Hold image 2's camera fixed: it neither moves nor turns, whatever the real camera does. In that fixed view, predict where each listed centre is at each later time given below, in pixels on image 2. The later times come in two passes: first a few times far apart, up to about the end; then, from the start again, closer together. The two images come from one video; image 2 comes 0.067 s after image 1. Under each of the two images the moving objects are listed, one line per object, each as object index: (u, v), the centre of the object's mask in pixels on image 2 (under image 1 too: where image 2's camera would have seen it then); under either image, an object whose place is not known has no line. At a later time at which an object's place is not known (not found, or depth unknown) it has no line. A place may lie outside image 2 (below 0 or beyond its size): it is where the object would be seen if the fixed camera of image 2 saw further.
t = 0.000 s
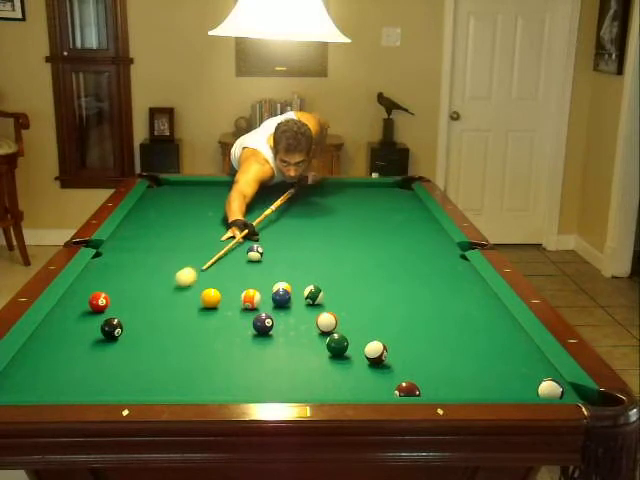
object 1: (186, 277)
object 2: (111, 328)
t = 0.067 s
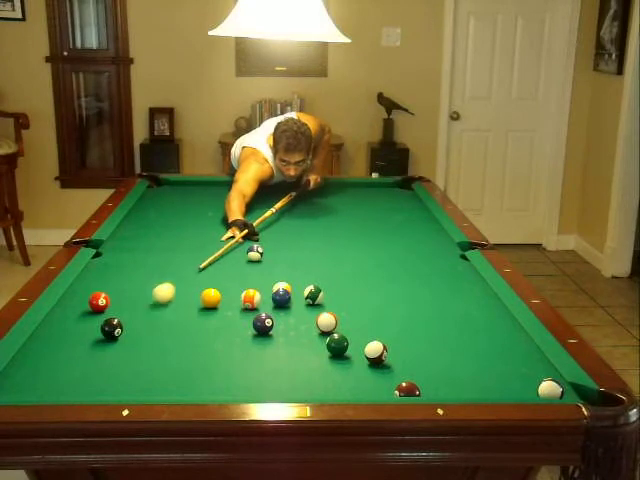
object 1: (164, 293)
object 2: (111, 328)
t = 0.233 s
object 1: (127, 322)
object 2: (87, 342)
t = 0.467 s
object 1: (134, 326)
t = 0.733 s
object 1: (141, 330)
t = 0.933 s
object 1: (148, 333)
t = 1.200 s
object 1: (153, 335)
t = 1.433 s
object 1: (157, 337)
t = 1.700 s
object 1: (161, 338)
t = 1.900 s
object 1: (163, 339)
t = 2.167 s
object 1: (163, 339)
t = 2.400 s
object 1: (163, 339)
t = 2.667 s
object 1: (163, 339)
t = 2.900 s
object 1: (163, 339)
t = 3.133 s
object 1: (163, 339)
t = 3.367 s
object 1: (163, 339)
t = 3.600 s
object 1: (163, 339)
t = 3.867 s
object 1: (163, 339)
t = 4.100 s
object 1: (163, 339)
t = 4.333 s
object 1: (163, 339)
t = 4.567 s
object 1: (163, 339)
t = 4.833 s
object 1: (163, 339)
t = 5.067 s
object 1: (163, 339)
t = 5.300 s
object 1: (164, 339)
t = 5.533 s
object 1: (163, 339)
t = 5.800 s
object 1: (163, 339)
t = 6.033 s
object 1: (163, 339)
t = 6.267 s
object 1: (163, 339)
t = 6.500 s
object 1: (163, 339)
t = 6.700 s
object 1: (163, 339)
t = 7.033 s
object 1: (163, 339)
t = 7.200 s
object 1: (163, 339)
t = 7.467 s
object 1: (163, 339)
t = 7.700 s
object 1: (163, 339)
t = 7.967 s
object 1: (163, 339)
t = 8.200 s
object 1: (163, 339)
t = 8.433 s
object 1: (163, 339)
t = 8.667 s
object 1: (163, 339)
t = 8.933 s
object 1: (163, 339)
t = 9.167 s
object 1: (163, 339)
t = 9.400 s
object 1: (163, 339)
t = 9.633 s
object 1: (163, 339)
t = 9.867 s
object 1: (163, 339)
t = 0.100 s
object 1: (152, 301)
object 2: (111, 328)
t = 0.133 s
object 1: (140, 309)
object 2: (111, 328)
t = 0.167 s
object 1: (130, 317)
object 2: (111, 328)
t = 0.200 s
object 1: (125, 322)
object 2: (102, 334)
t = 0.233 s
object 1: (127, 322)
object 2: (87, 342)
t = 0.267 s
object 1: (128, 323)
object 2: (73, 351)
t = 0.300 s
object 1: (129, 324)
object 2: (59, 358)
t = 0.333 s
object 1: (130, 324)
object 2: (44, 366)
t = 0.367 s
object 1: (131, 325)
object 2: (30, 376)
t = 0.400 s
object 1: (132, 325)
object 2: (16, 383)
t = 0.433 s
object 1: (133, 326)
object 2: (7, 389)
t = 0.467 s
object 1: (134, 326)
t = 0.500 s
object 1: (135, 327)
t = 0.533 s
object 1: (136, 327)
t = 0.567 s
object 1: (137, 328)
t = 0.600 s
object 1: (138, 328)
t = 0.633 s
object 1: (139, 329)
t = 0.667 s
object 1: (140, 329)
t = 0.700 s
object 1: (141, 330)
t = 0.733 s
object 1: (141, 330)
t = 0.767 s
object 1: (142, 331)
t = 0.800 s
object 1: (143, 331)
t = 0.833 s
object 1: (144, 331)
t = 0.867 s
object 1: (145, 332)
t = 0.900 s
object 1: (146, 332)
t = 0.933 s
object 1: (148, 333)
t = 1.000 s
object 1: (148, 333)
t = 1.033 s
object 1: (149, 334)
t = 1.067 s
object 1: (150, 334)
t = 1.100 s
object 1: (151, 334)
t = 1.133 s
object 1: (151, 335)
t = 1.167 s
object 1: (152, 335)
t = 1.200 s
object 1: (153, 335)
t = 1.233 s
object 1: (154, 336)
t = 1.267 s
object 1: (154, 336)
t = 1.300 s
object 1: (155, 336)
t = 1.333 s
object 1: (155, 336)
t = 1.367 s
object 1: (156, 337)
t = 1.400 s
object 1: (157, 337)
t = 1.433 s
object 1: (157, 337)
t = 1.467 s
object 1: (158, 337)
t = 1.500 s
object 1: (158, 337)
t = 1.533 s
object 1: (159, 338)
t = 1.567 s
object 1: (159, 338)
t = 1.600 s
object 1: (160, 338)
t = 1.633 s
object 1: (160, 338)
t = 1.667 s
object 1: (161, 338)
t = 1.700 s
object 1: (161, 338)
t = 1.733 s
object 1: (161, 338)
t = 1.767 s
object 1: (162, 339)
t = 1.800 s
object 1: (162, 339)
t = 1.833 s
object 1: (162, 339)
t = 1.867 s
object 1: (163, 339)
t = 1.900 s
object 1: (163, 339)
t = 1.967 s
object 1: (163, 339)
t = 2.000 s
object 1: (163, 339)
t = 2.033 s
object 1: (163, 339)
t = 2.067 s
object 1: (163, 339)
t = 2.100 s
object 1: (163, 339)
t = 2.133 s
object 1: (163, 339)
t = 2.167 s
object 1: (163, 339)
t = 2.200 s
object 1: (163, 339)
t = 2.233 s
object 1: (163, 339)
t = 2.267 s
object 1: (163, 339)
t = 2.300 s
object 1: (163, 339)
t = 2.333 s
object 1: (163, 339)
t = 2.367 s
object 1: (163, 339)
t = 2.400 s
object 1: (163, 339)
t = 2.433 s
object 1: (163, 339)
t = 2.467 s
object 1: (163, 339)
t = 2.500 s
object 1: (163, 339)
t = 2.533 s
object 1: (163, 339)
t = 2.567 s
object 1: (163, 339)
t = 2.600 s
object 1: (163, 339)
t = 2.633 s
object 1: (163, 339)
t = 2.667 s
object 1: (163, 339)
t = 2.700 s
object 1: (163, 339)
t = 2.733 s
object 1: (163, 339)
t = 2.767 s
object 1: (163, 339)
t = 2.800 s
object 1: (163, 339)
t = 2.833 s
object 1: (163, 339)
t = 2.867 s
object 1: (163, 339)
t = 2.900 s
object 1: (163, 339)
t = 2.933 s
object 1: (163, 339)
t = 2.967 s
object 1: (163, 339)
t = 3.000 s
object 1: (163, 339)
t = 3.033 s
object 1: (163, 339)
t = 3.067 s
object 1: (163, 339)
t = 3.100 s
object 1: (163, 339)
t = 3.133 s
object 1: (163, 339)
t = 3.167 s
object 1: (163, 339)
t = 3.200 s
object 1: (163, 339)
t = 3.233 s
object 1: (163, 339)
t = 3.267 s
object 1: (163, 339)
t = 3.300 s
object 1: (163, 339)
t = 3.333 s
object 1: (163, 339)
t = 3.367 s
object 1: (163, 339)
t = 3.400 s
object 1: (163, 339)
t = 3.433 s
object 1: (163, 339)
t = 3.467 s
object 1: (163, 339)
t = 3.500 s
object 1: (163, 339)
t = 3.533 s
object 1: (163, 339)
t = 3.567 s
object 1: (163, 339)
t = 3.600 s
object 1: (163, 339)
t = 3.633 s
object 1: (163, 339)
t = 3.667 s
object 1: (163, 339)
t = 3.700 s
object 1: (163, 339)
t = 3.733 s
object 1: (163, 339)
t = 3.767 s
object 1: (163, 339)
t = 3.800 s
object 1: (163, 339)
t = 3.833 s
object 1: (163, 339)
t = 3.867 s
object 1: (163, 339)
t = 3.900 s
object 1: (163, 339)
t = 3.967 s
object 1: (163, 339)
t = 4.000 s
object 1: (163, 339)
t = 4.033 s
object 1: (163, 339)
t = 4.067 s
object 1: (163, 339)
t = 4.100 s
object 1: (163, 339)
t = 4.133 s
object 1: (163, 339)
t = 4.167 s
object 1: (163, 339)
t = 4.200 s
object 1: (163, 339)
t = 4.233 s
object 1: (163, 339)
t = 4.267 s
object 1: (163, 339)
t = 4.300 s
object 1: (163, 339)
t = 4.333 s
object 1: (163, 339)
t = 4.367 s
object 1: (163, 339)
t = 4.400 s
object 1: (163, 339)
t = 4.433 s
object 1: (163, 339)
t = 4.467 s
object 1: (163, 339)
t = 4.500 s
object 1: (163, 339)
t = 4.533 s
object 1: (163, 339)
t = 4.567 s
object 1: (163, 339)
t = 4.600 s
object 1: (163, 339)
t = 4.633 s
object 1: (163, 339)
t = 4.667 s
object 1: (163, 339)
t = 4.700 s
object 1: (163, 339)
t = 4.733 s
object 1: (163, 339)
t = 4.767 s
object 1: (163, 339)
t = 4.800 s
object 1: (163, 339)
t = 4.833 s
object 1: (163, 339)
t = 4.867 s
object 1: (163, 339)
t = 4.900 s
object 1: (163, 339)
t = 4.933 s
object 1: (163, 339)
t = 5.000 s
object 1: (163, 339)
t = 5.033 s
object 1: (163, 339)
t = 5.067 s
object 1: (163, 339)
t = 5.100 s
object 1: (163, 339)
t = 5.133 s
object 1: (163, 339)
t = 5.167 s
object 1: (164, 339)
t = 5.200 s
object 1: (164, 339)
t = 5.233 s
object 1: (163, 339)
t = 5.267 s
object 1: (164, 339)
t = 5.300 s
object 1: (164, 339)
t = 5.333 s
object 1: (163, 339)
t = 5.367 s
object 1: (163, 339)
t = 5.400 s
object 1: (163, 339)
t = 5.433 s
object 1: (163, 339)
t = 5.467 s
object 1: (163, 339)
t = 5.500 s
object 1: (163, 339)
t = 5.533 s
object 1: (163, 339)
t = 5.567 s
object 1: (163, 339)
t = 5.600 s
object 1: (163, 339)
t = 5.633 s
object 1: (164, 339)
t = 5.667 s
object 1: (163, 339)
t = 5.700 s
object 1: (163, 339)
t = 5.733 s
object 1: (163, 339)
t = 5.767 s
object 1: (163, 339)
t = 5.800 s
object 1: (163, 339)
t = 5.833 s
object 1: (163, 339)
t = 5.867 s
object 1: (163, 339)
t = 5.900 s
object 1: (163, 339)
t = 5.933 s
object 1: (163, 339)
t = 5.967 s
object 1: (163, 339)
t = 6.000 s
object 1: (163, 339)
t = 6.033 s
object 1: (163, 339)
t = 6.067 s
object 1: (163, 339)
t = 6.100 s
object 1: (163, 339)
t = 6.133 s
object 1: (163, 339)
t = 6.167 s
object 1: (163, 339)
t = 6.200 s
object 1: (163, 339)
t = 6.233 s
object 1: (163, 339)
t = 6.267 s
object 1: (163, 339)
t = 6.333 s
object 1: (163, 339)
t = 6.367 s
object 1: (163, 339)
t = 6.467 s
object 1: (163, 339)
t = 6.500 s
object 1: (163, 339)
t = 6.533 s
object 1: (163, 339)
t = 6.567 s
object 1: (163, 339)
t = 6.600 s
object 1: (163, 339)
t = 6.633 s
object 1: (163, 339)
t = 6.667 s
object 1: (163, 339)
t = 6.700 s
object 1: (163, 339)
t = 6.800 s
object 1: (163, 339)
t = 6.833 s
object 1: (163, 339)
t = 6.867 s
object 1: (163, 339)
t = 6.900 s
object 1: (163, 339)
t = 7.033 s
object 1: (163, 339)
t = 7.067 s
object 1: (163, 339)
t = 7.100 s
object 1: (163, 339)
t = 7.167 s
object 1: (163, 339)
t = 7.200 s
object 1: (163, 339)
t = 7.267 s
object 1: (163, 339)
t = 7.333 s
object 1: (163, 339)
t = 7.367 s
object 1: (163, 339)
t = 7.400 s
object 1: (163, 339)
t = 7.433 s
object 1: (163, 339)
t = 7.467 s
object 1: (163, 339)
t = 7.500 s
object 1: (163, 339)
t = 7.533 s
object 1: (163, 339)
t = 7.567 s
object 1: (163, 339)
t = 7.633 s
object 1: (163, 339)
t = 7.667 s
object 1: (163, 339)
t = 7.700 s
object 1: (163, 339)
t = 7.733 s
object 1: (163, 339)
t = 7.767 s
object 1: (163, 339)
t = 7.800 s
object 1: (163, 339)
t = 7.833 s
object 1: (163, 339)
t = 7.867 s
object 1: (163, 339)
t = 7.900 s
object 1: (163, 339)
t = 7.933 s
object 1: (163, 339)
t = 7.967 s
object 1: (163, 339)
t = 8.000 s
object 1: (163, 339)
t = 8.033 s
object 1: (163, 339)
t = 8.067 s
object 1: (163, 339)
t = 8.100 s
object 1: (163, 339)
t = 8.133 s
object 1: (163, 339)
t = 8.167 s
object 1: (163, 339)
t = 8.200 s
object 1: (163, 339)
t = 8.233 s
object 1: (163, 339)
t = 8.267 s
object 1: (163, 339)
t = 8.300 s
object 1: (163, 339)
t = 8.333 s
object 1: (163, 339)
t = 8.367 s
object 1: (163, 339)
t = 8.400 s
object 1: (163, 339)
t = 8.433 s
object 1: (163, 339)
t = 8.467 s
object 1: (163, 339)
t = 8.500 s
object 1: (163, 339)
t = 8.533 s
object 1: (163, 339)
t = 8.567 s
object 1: (163, 339)
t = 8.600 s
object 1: (163, 339)
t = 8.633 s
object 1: (163, 339)
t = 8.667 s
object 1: (163, 339)
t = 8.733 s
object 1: (163, 339)
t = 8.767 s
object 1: (163, 339)
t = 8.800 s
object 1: (163, 339)
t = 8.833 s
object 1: (163, 339)
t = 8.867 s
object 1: (163, 339)
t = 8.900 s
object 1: (163, 339)
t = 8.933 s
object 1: (163, 339)
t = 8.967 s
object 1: (163, 339)
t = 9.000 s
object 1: (163, 339)
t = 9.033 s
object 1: (163, 339)
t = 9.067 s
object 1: (163, 339)
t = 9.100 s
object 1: (163, 339)
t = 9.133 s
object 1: (163, 339)
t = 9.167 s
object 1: (163, 339)
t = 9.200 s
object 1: (163, 339)
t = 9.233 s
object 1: (163, 339)
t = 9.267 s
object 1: (163, 339)
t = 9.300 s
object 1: (163, 339)
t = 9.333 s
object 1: (163, 339)
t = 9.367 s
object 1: (163, 339)
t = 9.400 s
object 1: (163, 339)
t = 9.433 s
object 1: (163, 339)
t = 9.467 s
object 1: (163, 339)
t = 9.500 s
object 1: (163, 339)
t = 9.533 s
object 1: (163, 339)
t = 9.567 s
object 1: (163, 339)
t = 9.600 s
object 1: (163, 339)
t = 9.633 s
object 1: (163, 339)
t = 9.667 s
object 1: (163, 339)
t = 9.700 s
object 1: (163, 339)
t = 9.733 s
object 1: (163, 339)
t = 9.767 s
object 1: (163, 339)
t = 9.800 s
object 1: (163, 339)
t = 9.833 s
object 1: (163, 339)
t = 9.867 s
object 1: (163, 339)
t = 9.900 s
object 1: (163, 339)
